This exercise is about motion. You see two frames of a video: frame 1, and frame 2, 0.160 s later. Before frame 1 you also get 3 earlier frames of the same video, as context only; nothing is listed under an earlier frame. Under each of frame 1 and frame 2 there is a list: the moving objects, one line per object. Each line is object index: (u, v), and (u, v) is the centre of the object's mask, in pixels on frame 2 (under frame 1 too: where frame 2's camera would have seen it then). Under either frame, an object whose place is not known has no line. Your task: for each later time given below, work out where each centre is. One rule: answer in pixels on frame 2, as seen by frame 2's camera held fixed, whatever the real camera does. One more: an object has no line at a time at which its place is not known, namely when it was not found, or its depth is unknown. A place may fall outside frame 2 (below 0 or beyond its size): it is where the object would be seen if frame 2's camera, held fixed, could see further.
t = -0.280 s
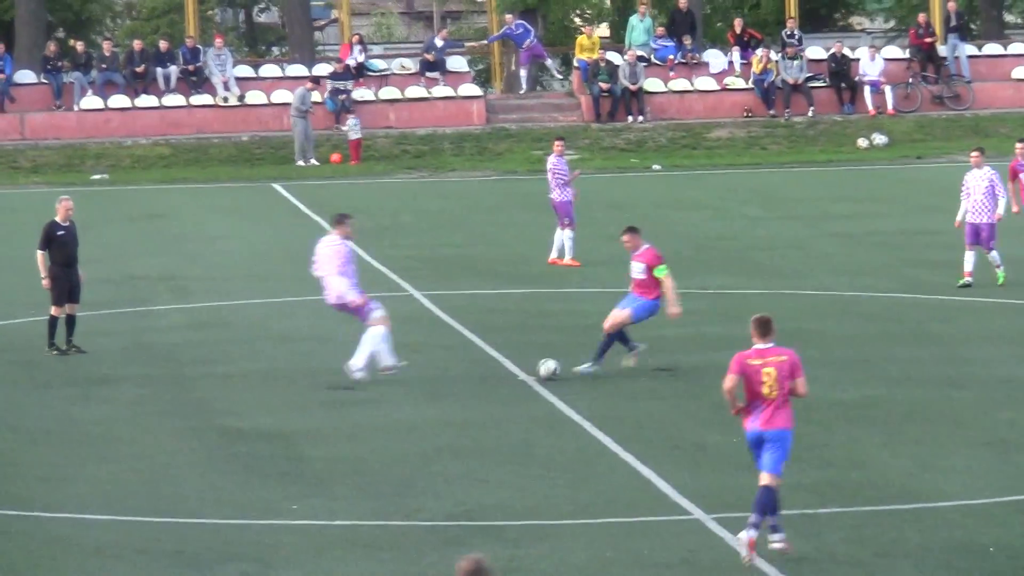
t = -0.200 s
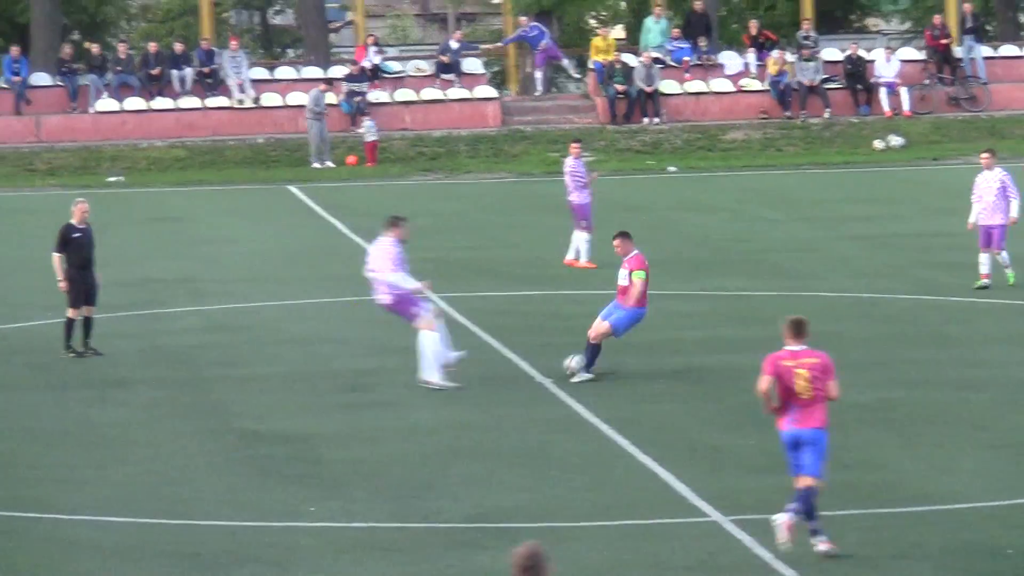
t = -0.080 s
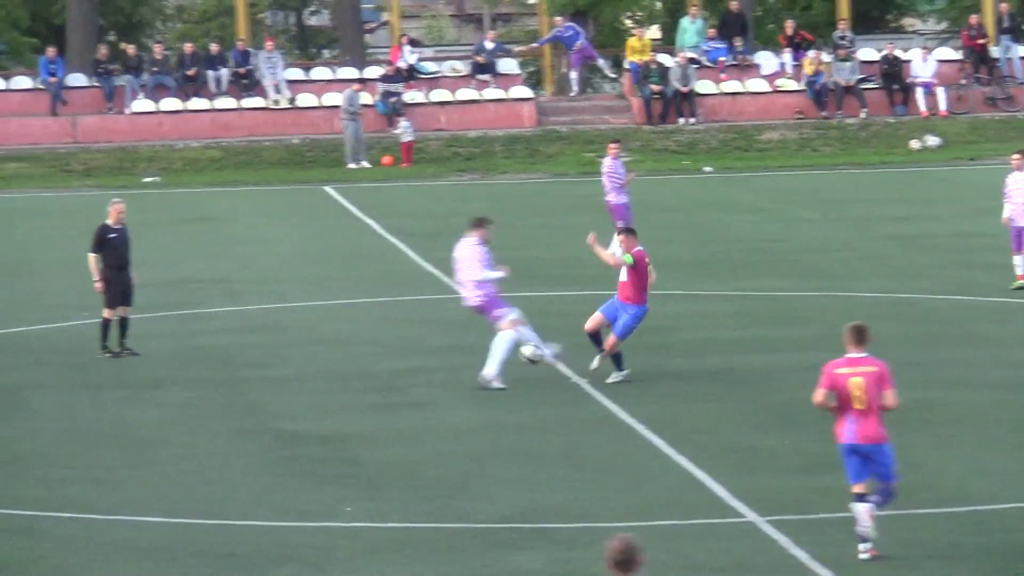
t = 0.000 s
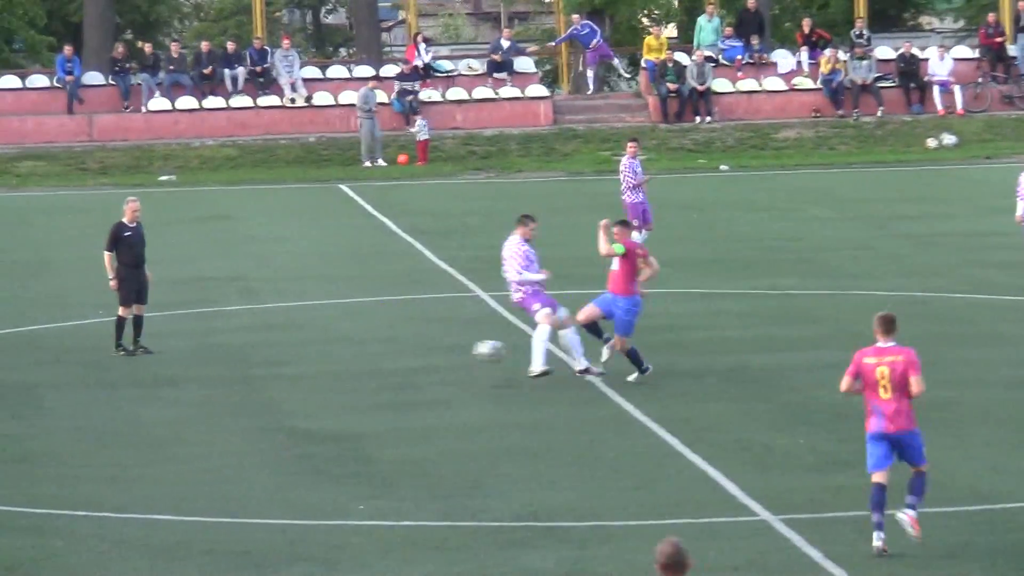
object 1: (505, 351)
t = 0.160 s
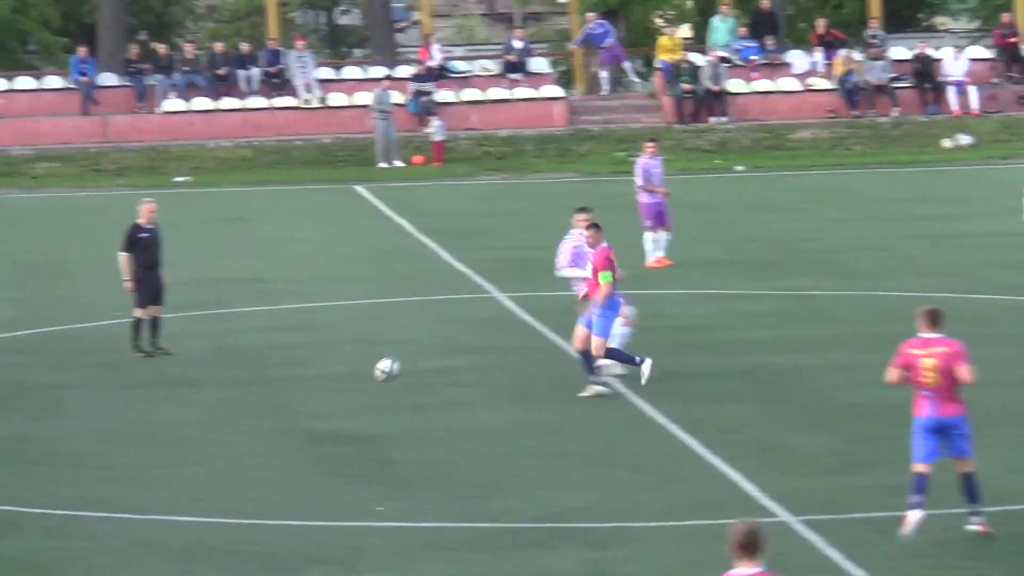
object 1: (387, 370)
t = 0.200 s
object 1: (357, 377)
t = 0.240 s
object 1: (325, 388)
